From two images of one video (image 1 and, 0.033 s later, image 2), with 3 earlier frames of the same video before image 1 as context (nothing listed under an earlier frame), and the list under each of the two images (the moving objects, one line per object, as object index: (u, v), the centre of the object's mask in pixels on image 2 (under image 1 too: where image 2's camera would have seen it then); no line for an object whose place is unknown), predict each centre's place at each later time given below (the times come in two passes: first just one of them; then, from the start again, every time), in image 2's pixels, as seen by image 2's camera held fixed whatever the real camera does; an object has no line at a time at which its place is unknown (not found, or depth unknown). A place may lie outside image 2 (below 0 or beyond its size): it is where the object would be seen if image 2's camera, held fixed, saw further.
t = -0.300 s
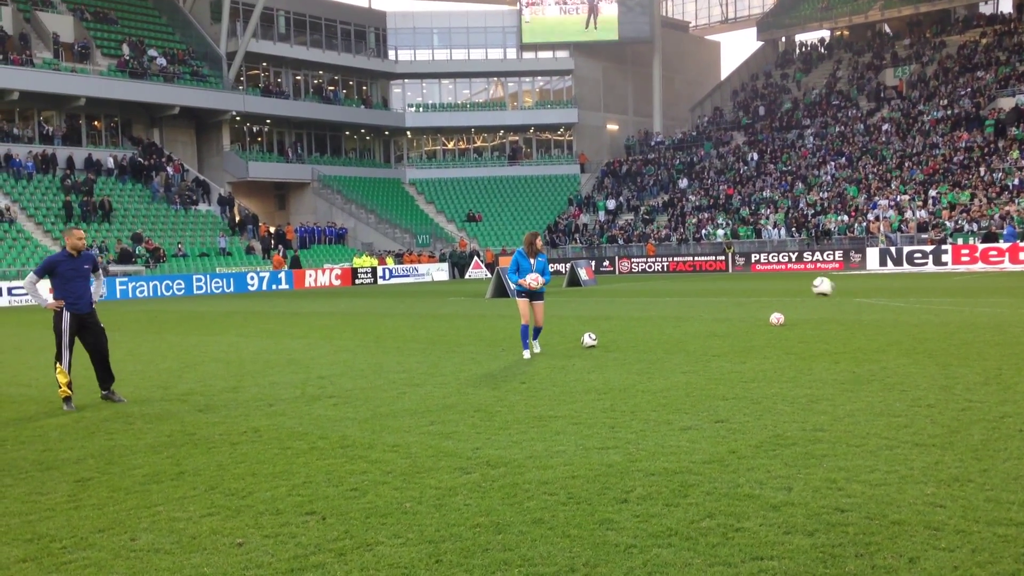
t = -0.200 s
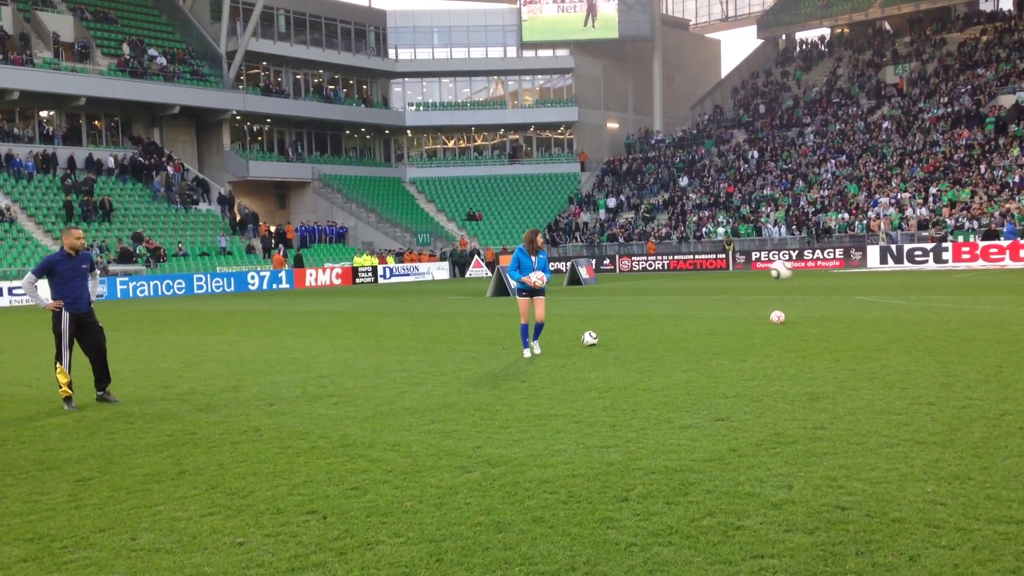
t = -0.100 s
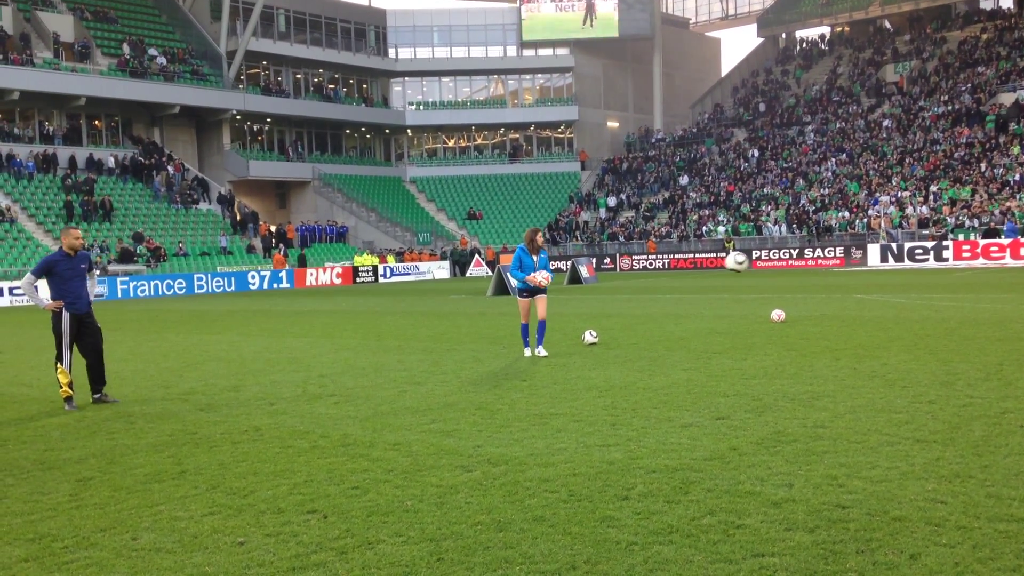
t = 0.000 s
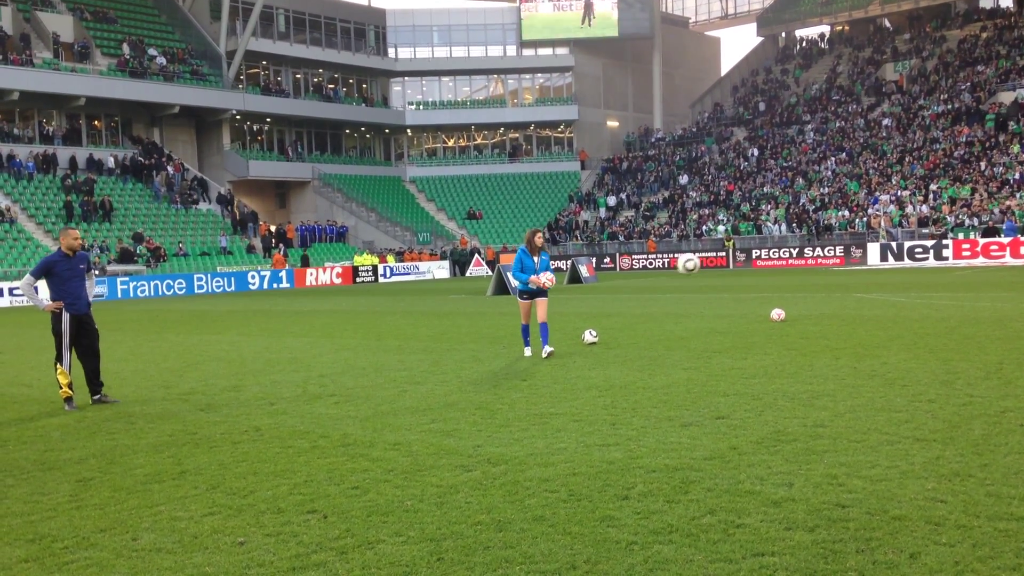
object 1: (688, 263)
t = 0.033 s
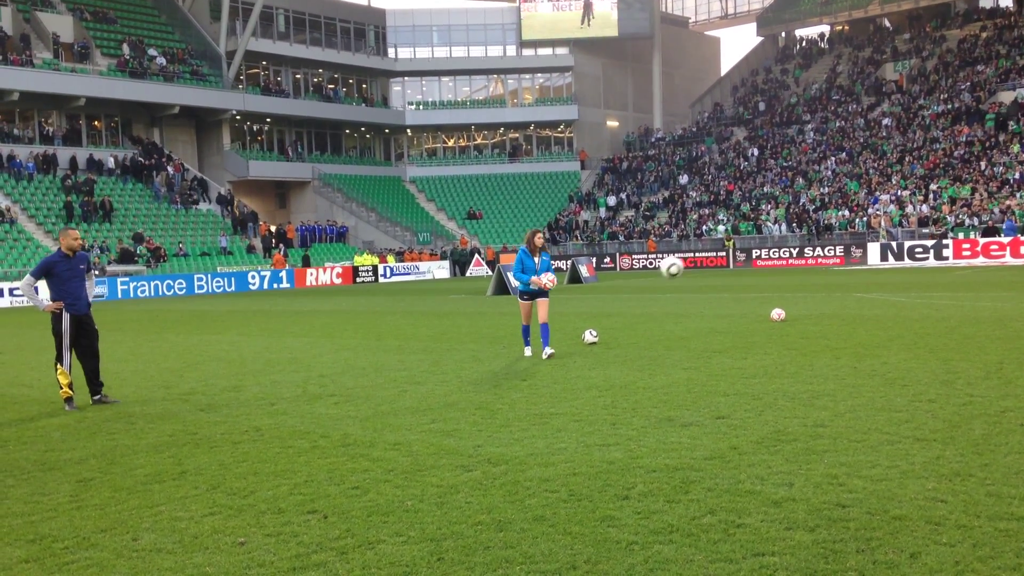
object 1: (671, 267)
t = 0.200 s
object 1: (582, 302)
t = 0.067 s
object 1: (654, 271)
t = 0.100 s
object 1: (637, 278)
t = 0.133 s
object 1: (619, 284)
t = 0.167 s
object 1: (601, 293)
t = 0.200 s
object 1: (582, 302)
